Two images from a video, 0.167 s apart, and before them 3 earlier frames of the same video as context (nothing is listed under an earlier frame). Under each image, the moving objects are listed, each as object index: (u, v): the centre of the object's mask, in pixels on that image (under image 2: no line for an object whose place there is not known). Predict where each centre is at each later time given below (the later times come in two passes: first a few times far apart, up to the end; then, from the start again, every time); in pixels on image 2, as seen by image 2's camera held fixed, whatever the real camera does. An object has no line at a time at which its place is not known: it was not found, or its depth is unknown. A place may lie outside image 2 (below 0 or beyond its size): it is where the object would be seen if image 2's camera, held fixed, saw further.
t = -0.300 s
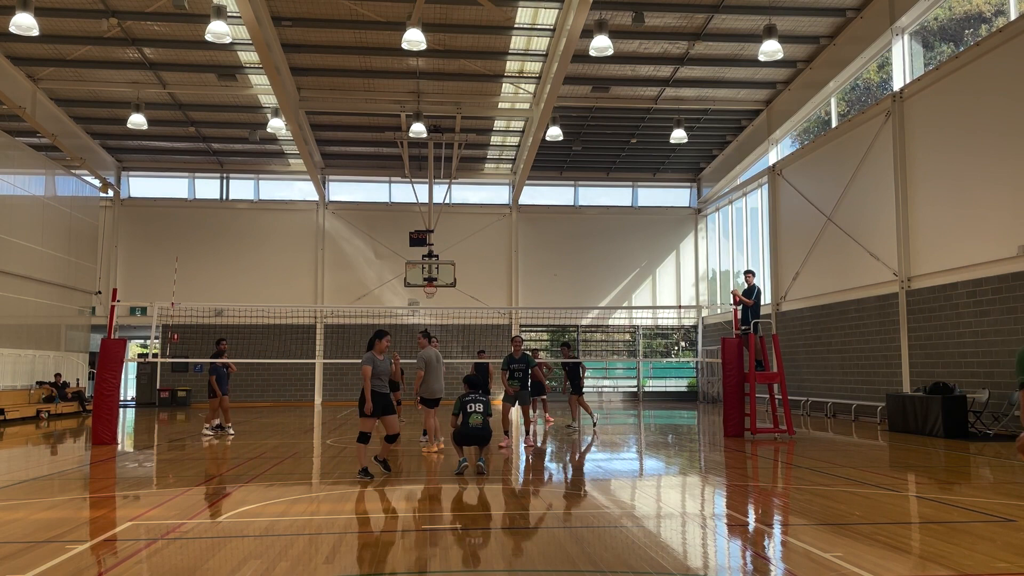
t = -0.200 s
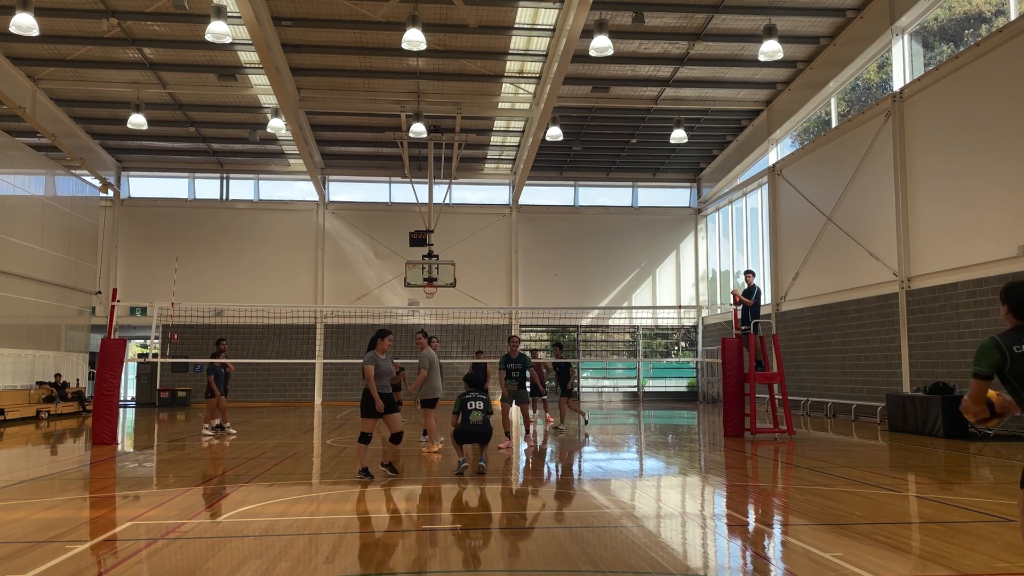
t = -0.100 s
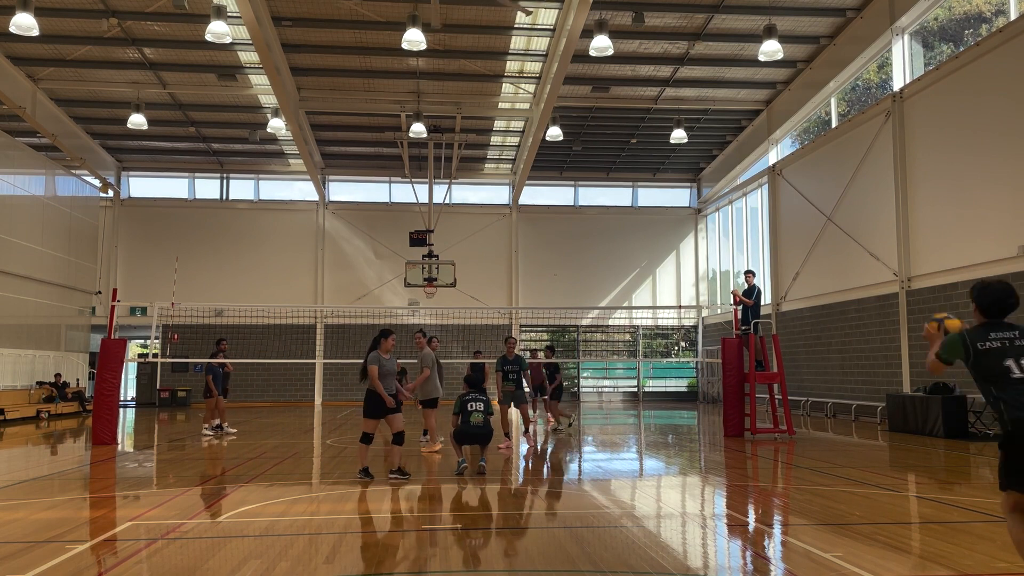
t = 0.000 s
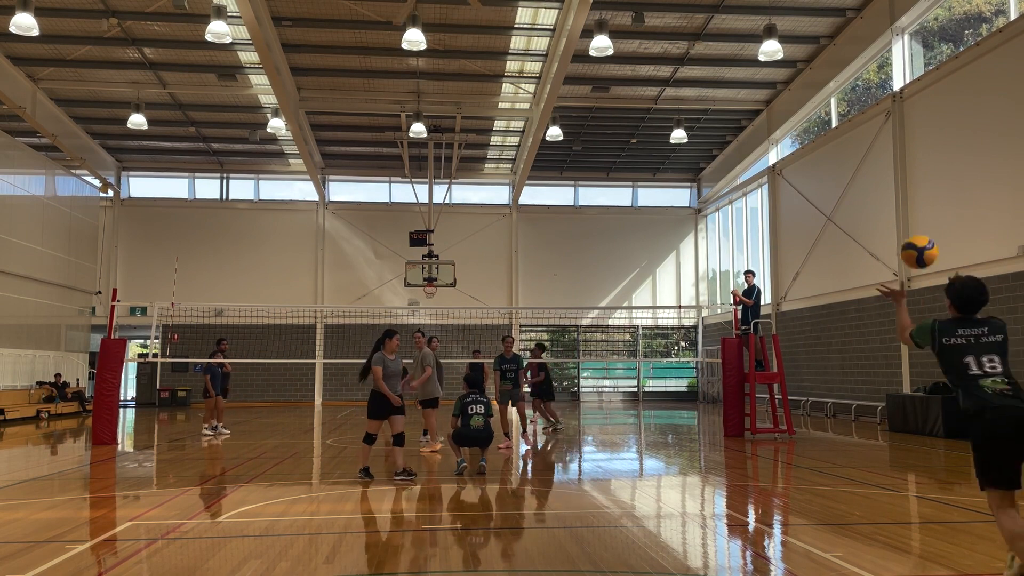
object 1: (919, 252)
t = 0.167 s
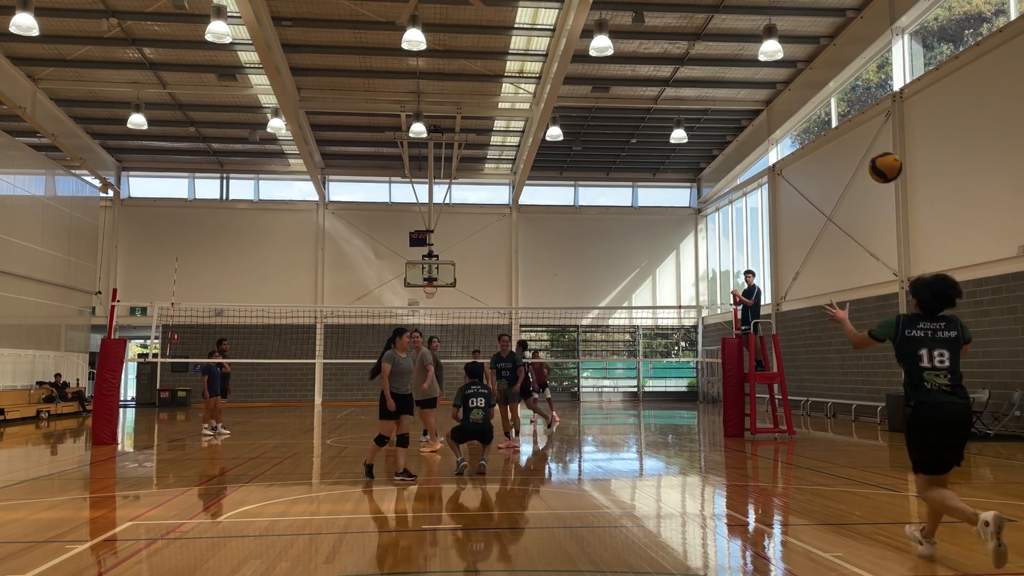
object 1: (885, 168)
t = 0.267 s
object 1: (868, 141)
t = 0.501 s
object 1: (834, 133)
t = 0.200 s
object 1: (879, 157)
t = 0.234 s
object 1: (874, 148)
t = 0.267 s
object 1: (868, 141)
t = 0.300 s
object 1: (862, 135)
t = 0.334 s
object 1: (857, 131)
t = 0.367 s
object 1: (852, 128)
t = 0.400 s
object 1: (847, 127)
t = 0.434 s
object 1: (843, 128)
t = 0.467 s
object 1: (838, 130)
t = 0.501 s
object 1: (834, 133)
